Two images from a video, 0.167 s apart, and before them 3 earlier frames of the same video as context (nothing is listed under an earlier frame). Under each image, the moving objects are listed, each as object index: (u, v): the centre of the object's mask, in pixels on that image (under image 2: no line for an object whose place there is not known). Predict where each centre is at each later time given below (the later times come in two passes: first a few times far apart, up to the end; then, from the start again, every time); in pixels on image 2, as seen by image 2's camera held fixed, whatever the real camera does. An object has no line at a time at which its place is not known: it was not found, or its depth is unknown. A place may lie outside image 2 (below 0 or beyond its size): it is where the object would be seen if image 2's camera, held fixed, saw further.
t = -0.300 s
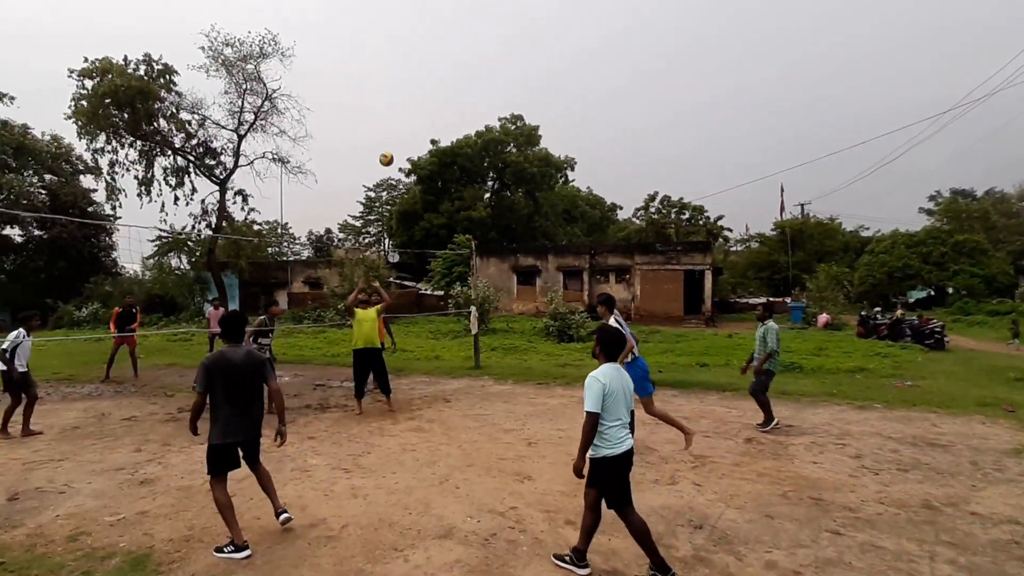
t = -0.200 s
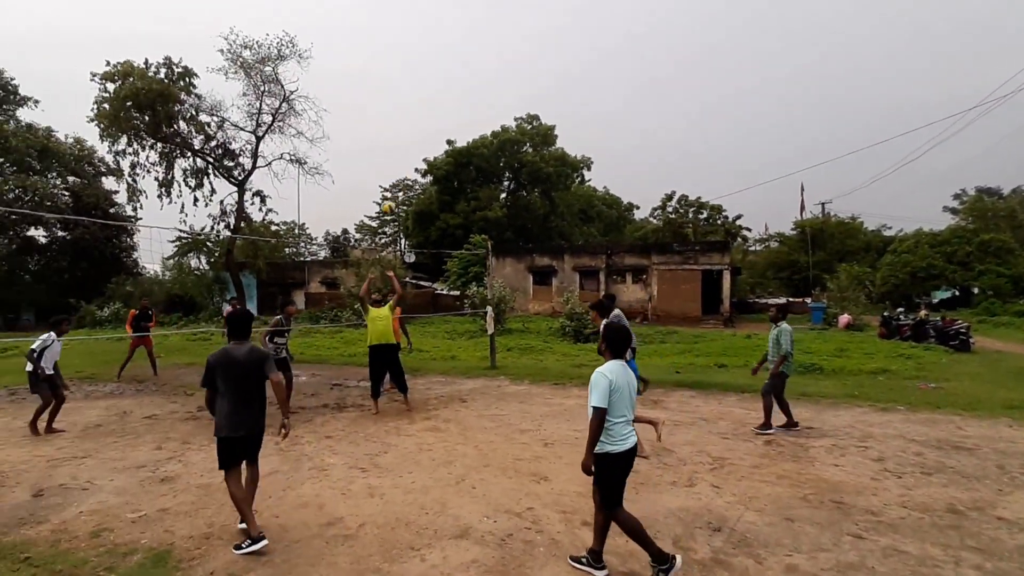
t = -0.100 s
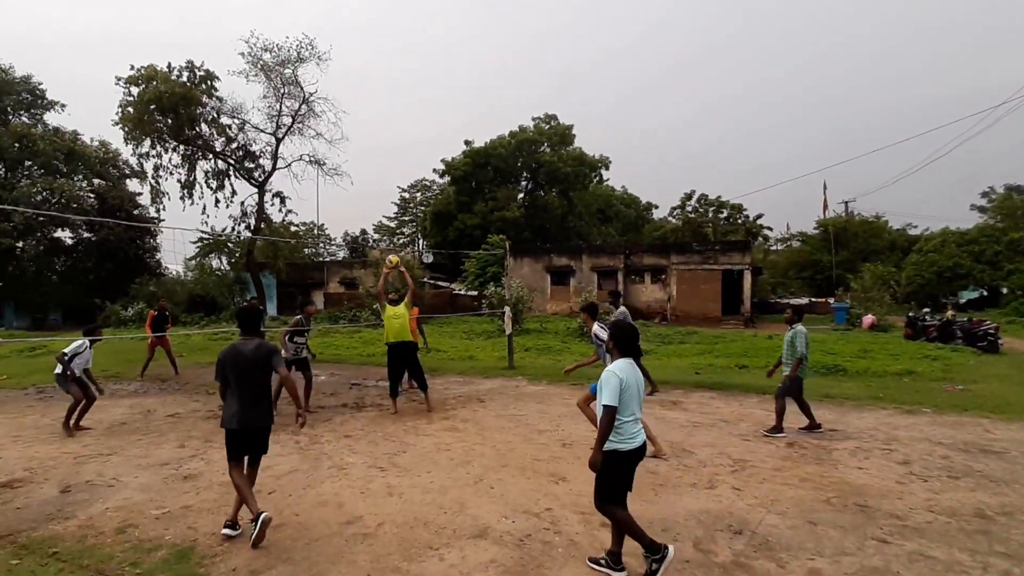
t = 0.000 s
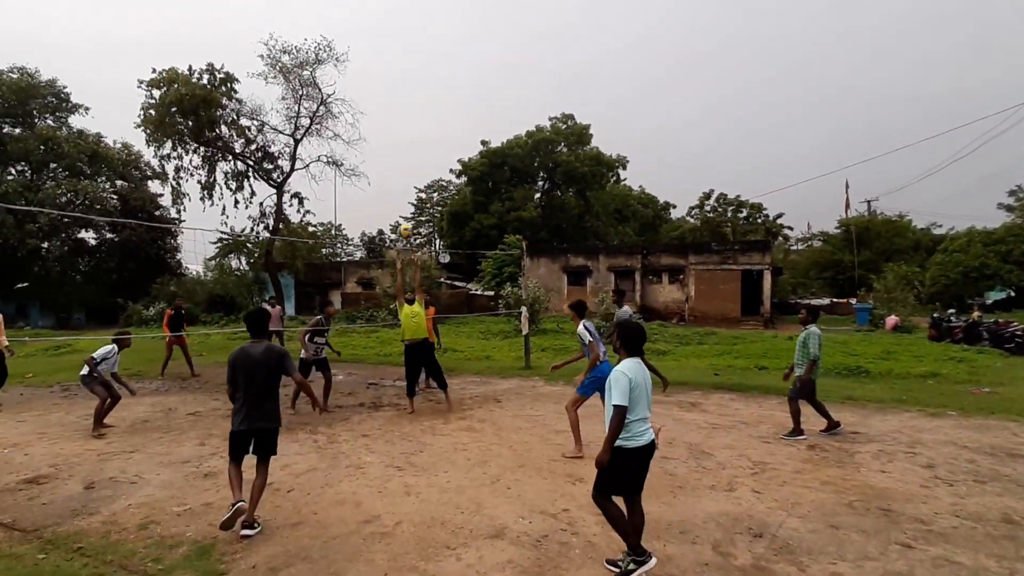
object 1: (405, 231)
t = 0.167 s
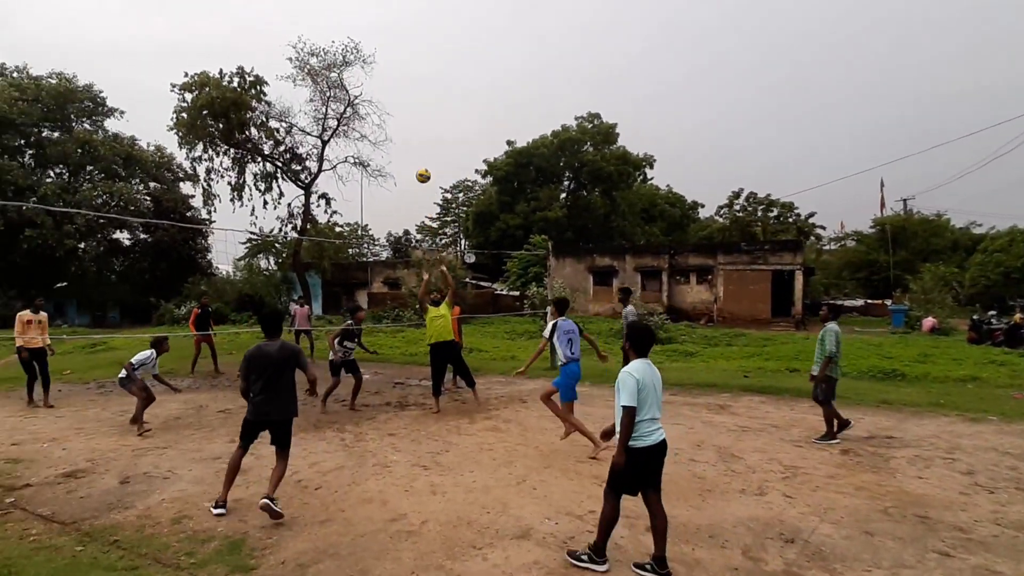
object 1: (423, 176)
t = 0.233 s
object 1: (420, 157)
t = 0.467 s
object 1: (409, 116)
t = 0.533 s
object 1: (405, 111)
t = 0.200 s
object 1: (422, 166)
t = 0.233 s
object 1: (420, 157)
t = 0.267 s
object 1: (418, 149)
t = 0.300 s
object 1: (417, 142)
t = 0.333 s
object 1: (415, 135)
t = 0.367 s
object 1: (414, 129)
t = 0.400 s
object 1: (412, 124)
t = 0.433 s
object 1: (410, 119)
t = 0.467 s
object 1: (409, 116)
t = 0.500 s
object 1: (407, 113)
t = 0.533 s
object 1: (405, 111)
